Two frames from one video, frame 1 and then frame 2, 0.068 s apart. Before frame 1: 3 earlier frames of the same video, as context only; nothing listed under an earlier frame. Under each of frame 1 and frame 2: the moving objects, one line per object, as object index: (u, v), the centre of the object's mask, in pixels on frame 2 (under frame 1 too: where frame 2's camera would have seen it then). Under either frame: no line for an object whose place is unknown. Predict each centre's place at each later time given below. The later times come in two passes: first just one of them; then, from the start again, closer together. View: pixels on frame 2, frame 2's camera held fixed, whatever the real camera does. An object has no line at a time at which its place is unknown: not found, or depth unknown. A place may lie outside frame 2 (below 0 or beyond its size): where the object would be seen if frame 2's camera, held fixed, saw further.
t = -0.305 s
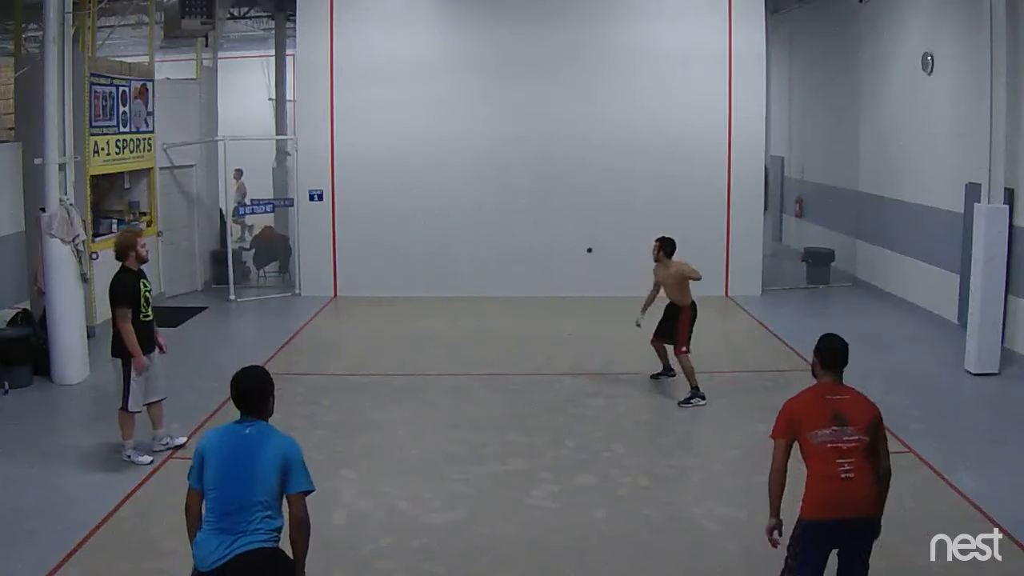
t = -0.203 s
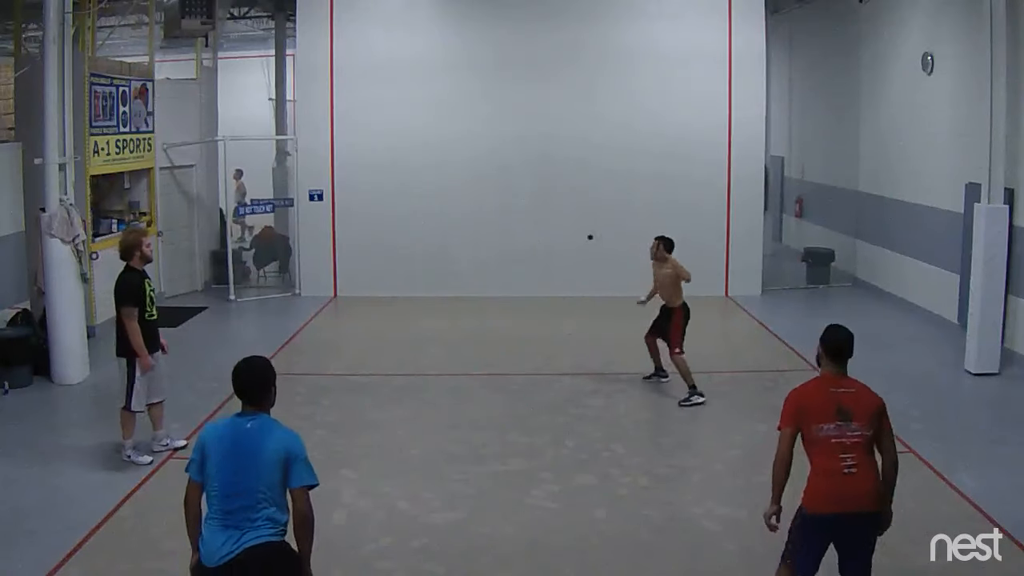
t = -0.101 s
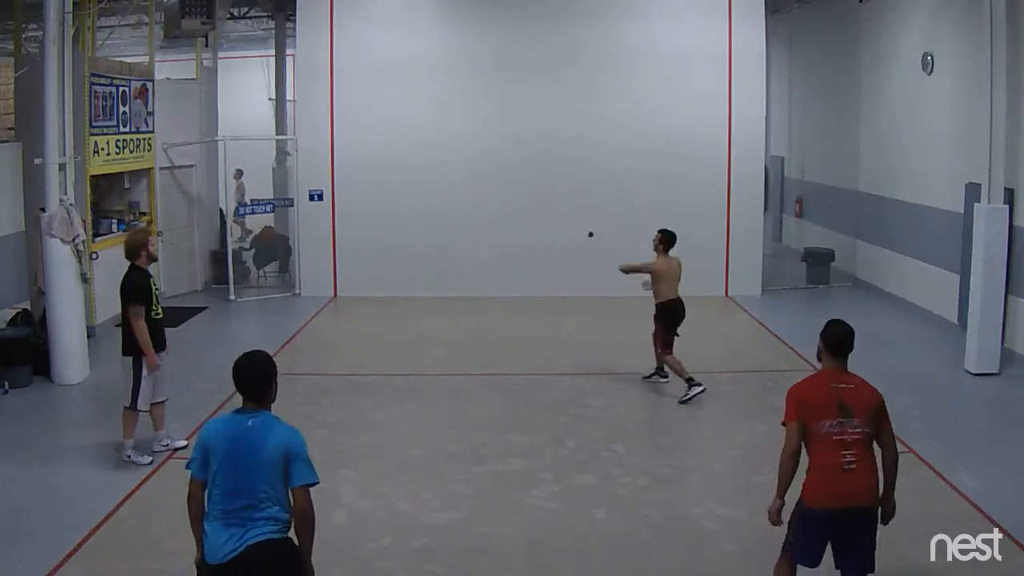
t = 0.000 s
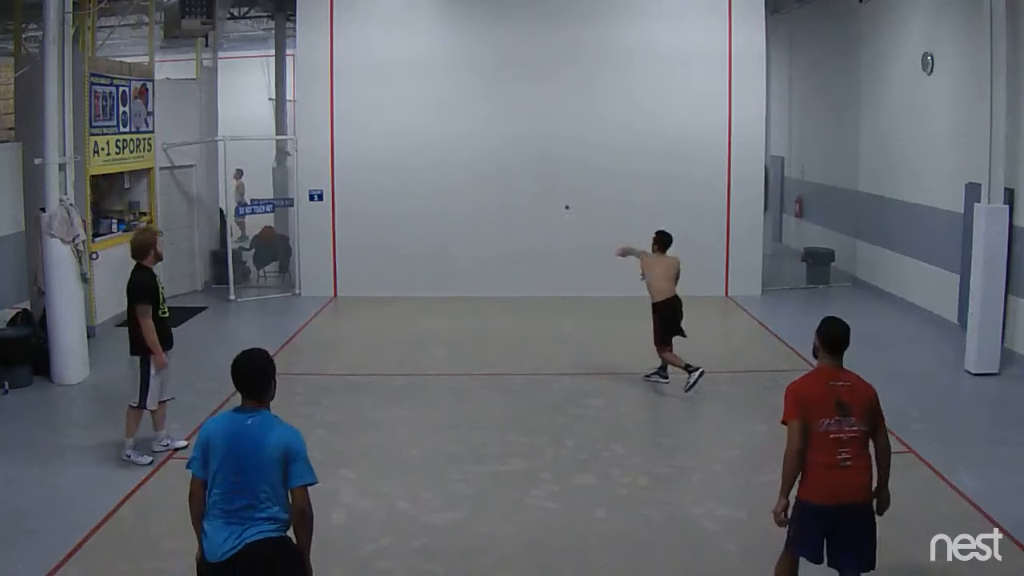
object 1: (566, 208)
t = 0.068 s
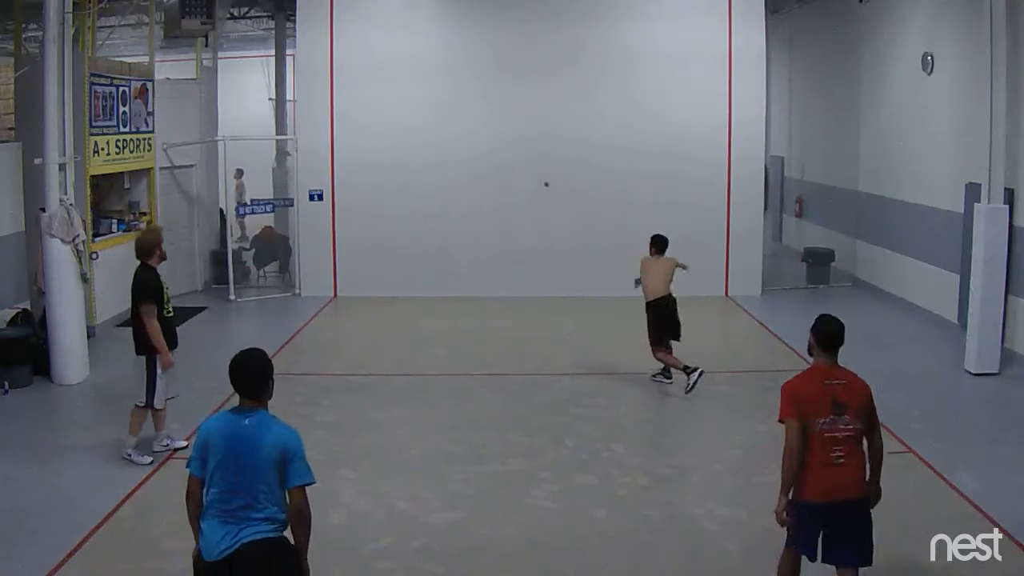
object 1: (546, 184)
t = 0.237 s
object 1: (518, 169)
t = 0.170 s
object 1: (525, 168)
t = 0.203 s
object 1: (522, 168)
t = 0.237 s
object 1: (518, 169)
